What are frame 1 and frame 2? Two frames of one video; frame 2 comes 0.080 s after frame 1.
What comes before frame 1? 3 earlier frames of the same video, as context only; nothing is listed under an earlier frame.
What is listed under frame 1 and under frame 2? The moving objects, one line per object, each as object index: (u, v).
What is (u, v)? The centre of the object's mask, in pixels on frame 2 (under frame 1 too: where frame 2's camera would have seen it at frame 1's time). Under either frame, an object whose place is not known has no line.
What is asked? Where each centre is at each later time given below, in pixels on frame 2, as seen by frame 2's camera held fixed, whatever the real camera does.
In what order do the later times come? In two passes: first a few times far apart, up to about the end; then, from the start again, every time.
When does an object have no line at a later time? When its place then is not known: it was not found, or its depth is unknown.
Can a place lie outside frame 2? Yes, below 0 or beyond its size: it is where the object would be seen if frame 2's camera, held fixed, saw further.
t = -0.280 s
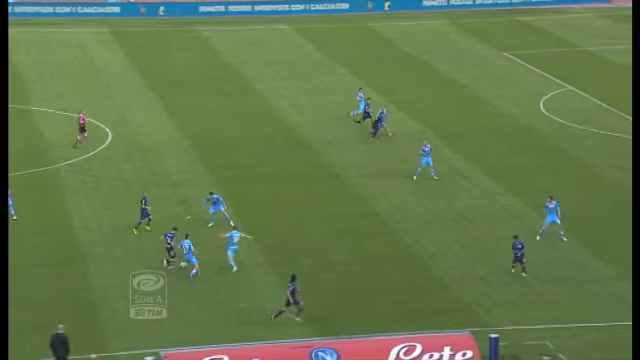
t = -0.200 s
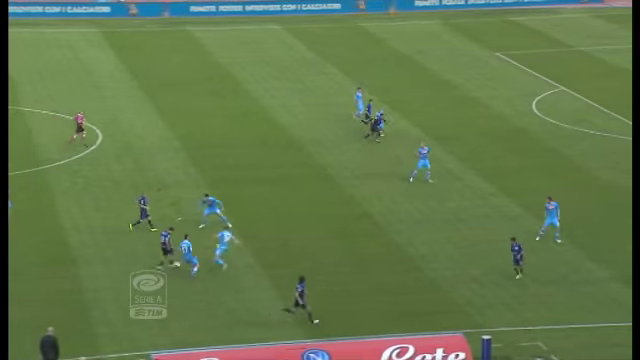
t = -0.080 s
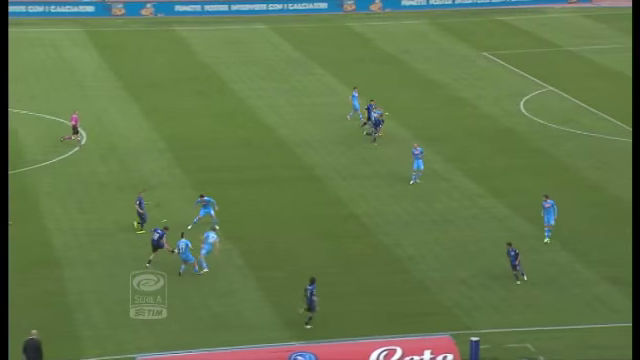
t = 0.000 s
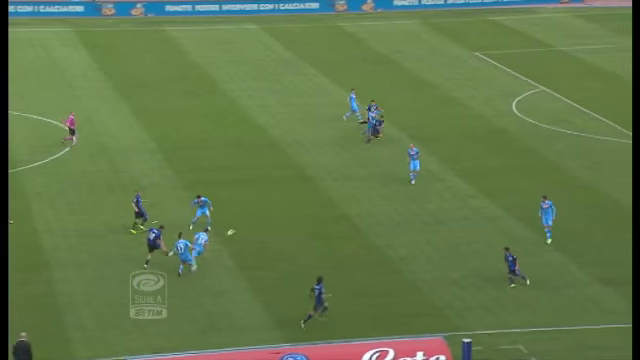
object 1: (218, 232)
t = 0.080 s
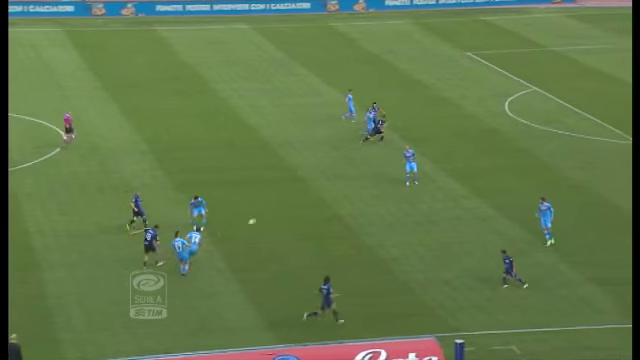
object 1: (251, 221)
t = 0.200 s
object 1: (293, 207)
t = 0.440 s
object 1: (375, 189)
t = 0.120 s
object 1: (265, 216)
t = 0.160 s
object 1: (279, 211)
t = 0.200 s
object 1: (293, 207)
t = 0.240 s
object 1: (308, 203)
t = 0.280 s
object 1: (321, 200)
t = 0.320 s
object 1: (335, 197)
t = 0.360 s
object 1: (349, 194)
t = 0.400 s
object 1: (362, 192)
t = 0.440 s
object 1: (375, 189)
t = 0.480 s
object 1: (388, 188)
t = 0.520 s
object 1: (401, 187)
